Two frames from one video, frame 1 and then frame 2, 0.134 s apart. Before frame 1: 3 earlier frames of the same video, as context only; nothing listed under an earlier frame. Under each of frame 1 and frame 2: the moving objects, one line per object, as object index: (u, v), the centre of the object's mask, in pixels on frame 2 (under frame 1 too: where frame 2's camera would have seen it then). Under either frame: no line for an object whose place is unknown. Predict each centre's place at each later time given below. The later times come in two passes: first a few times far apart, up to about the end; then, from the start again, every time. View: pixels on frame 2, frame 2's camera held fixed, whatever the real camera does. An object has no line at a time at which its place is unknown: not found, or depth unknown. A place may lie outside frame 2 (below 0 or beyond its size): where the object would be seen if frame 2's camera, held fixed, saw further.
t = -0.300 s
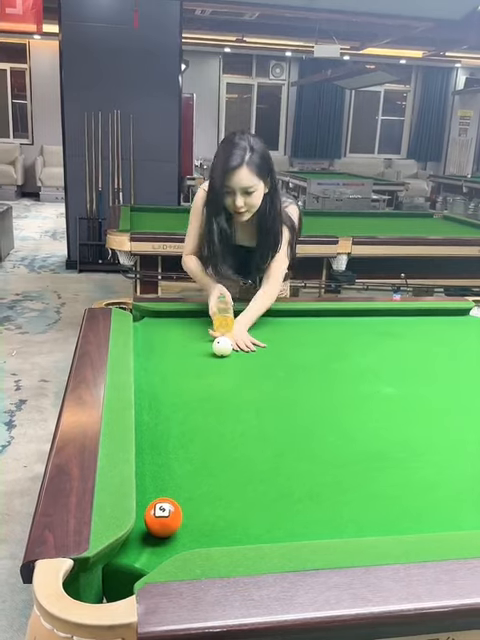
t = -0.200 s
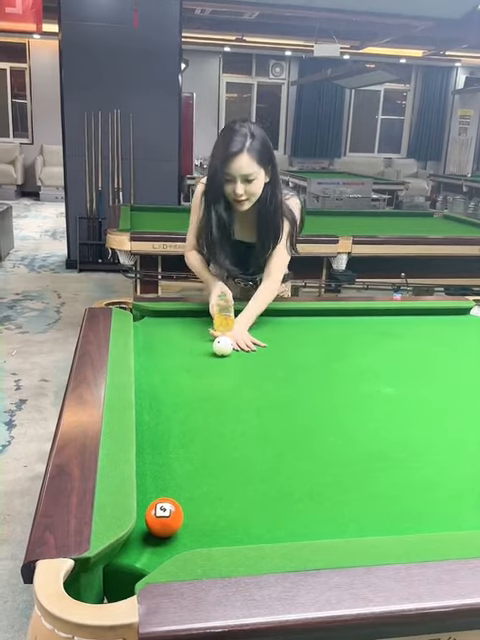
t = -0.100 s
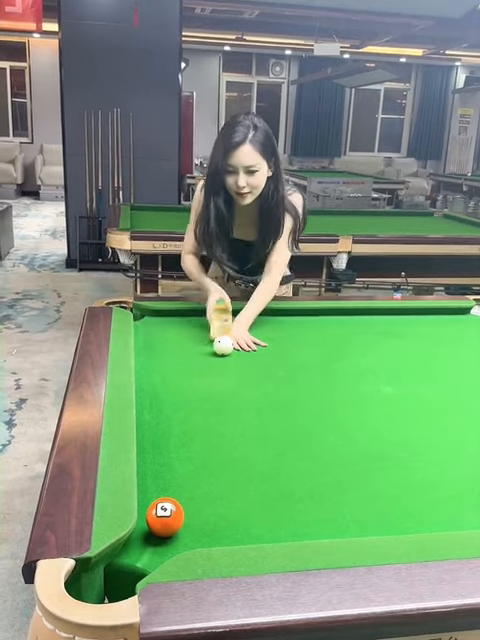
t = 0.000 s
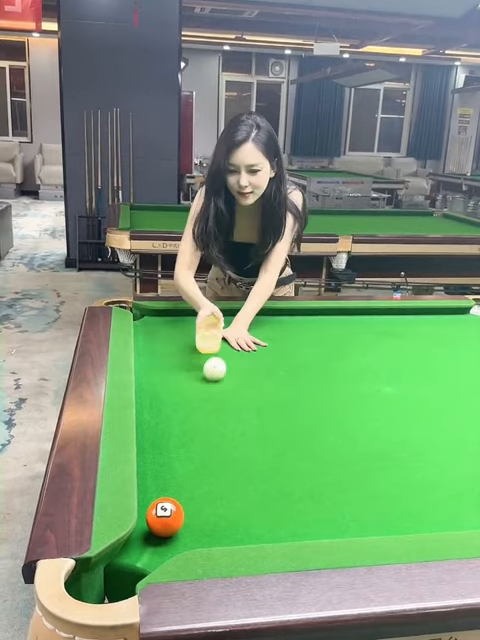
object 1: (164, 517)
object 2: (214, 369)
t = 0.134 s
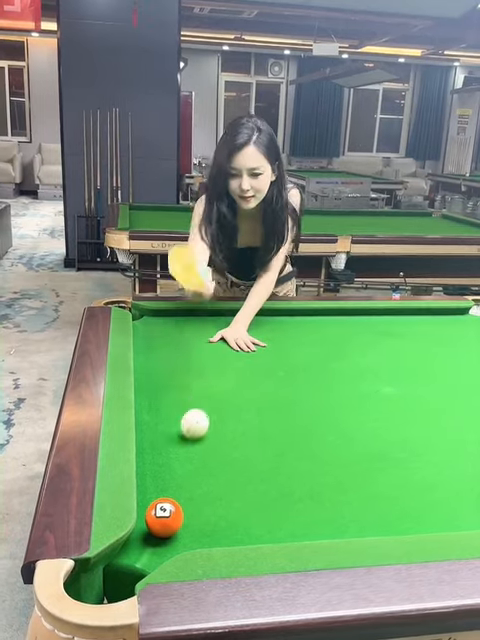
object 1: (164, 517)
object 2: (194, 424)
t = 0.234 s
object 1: (164, 517)
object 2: (177, 477)
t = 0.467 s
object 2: (162, 517)
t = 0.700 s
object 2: (147, 556)
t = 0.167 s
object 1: (164, 517)
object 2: (189, 440)
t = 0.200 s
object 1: (164, 517)
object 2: (183, 458)
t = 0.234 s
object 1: (164, 517)
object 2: (177, 477)
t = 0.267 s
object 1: (163, 519)
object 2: (171, 491)
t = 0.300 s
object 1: (156, 540)
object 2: (169, 498)
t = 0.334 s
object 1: (144, 562)
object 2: (169, 499)
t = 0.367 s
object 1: (118, 582)
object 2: (168, 502)
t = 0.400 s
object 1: (96, 596)
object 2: (166, 506)
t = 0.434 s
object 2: (164, 512)
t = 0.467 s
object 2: (162, 517)
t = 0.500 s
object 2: (160, 522)
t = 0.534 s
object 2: (158, 528)
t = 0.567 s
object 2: (156, 534)
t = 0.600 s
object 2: (154, 539)
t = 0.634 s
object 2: (152, 545)
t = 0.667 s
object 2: (150, 550)
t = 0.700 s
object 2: (147, 556)
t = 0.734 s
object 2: (142, 563)
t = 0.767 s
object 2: (135, 575)
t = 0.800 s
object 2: (127, 589)
